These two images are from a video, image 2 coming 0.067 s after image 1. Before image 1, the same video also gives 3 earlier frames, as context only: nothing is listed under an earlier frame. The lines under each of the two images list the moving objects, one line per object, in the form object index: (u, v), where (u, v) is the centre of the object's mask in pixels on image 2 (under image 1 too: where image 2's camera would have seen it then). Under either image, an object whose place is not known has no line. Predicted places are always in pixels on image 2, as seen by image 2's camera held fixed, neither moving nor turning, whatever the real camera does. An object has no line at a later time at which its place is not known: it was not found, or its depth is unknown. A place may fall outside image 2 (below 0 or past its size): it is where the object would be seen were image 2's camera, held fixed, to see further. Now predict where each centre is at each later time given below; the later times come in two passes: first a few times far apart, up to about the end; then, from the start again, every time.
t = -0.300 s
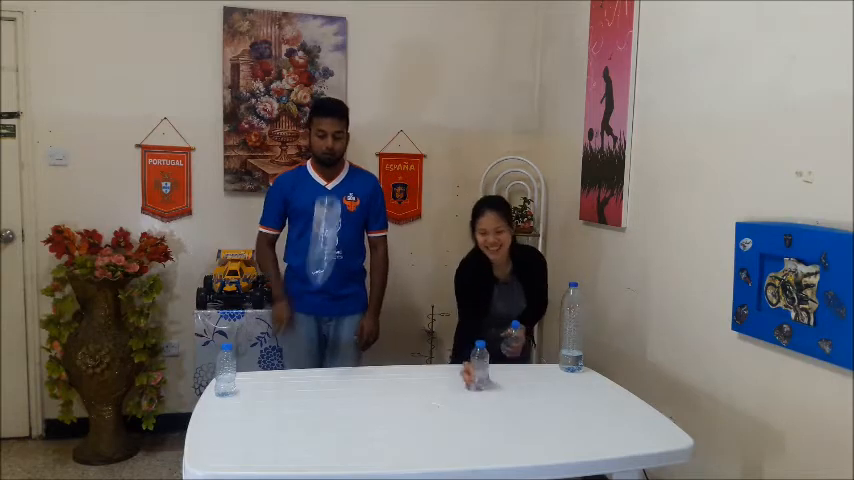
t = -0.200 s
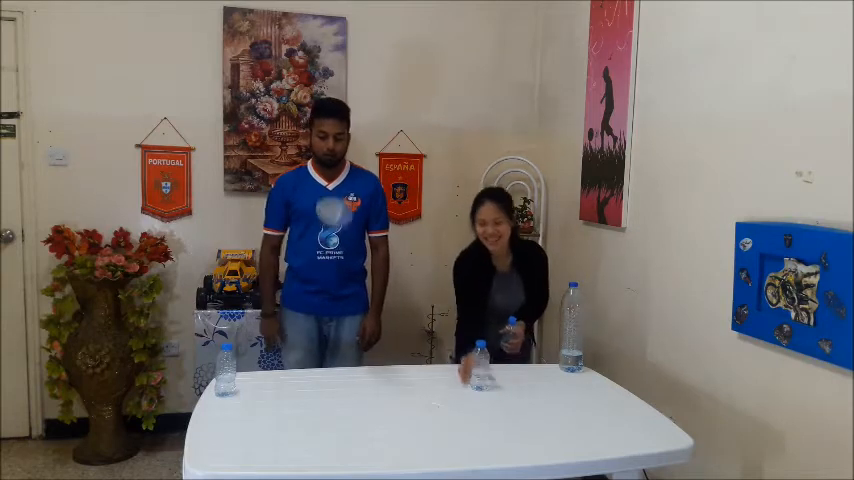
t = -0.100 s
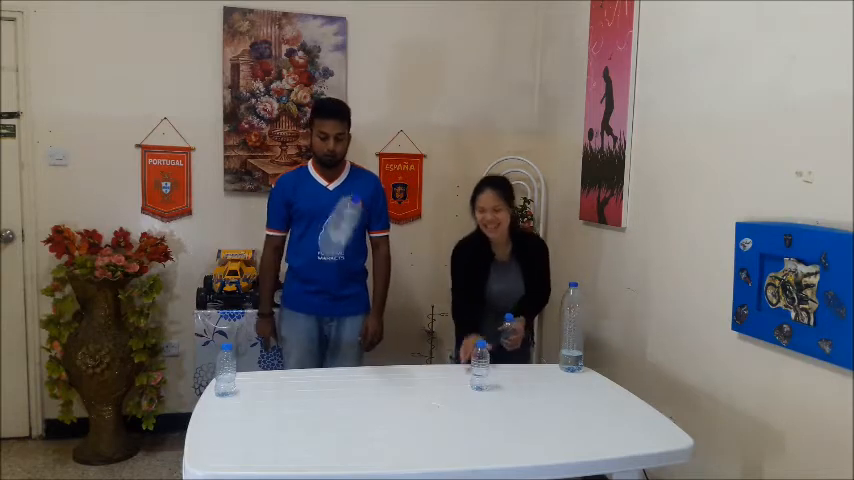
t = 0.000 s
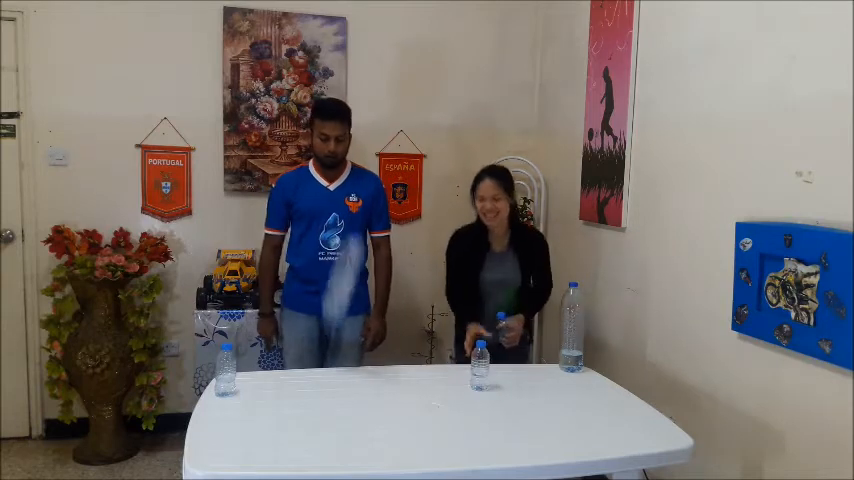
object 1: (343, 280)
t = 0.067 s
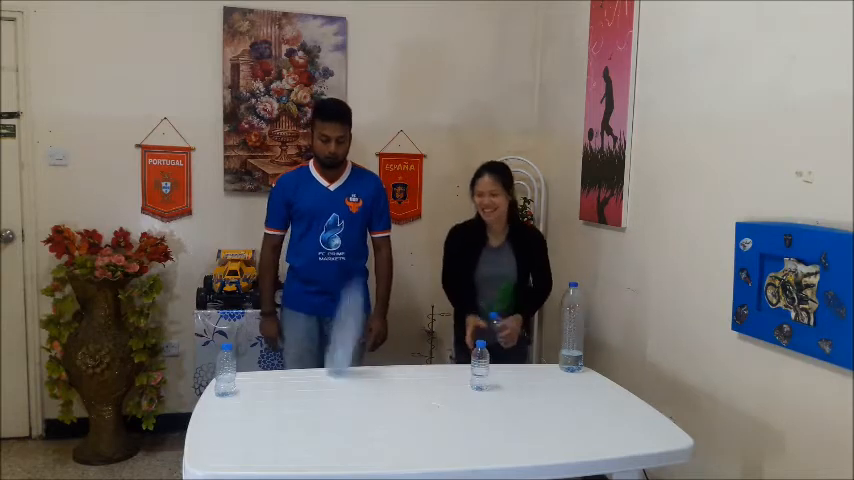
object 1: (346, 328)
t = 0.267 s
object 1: (362, 336)
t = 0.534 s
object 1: (383, 362)
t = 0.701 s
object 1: (385, 361)
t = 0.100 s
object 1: (349, 333)
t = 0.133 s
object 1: (352, 334)
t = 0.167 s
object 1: (355, 335)
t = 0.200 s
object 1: (357, 335)
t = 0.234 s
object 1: (359, 335)
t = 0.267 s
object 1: (362, 336)
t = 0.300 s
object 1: (366, 338)
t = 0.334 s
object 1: (371, 342)
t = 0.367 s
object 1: (378, 347)
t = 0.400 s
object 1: (383, 355)
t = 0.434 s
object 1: (384, 363)
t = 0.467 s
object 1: (383, 362)
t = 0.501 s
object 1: (383, 362)
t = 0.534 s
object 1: (383, 362)
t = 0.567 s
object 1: (383, 362)
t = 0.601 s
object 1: (383, 362)
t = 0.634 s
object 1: (384, 361)
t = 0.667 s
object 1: (385, 361)
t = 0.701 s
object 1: (385, 361)
